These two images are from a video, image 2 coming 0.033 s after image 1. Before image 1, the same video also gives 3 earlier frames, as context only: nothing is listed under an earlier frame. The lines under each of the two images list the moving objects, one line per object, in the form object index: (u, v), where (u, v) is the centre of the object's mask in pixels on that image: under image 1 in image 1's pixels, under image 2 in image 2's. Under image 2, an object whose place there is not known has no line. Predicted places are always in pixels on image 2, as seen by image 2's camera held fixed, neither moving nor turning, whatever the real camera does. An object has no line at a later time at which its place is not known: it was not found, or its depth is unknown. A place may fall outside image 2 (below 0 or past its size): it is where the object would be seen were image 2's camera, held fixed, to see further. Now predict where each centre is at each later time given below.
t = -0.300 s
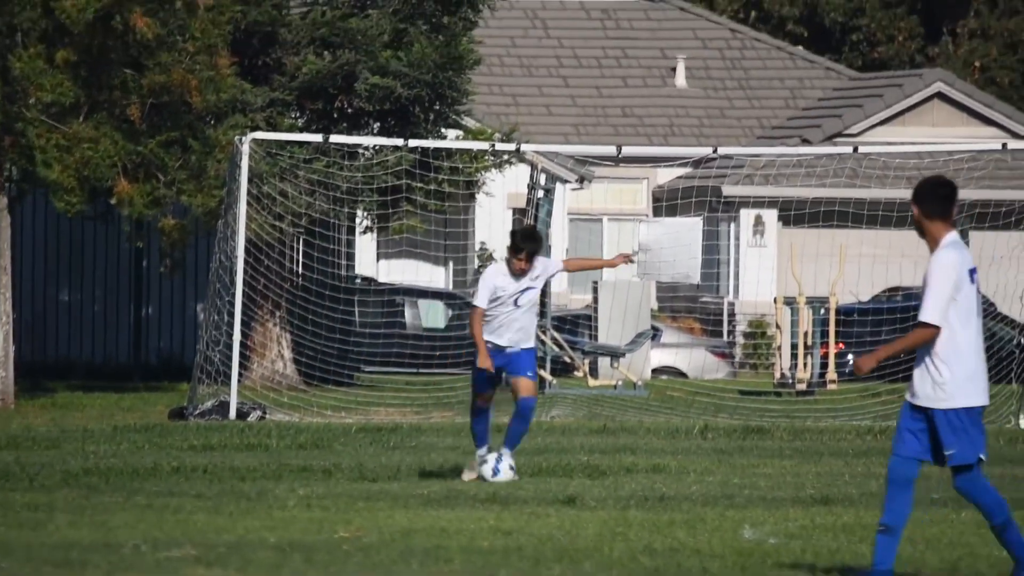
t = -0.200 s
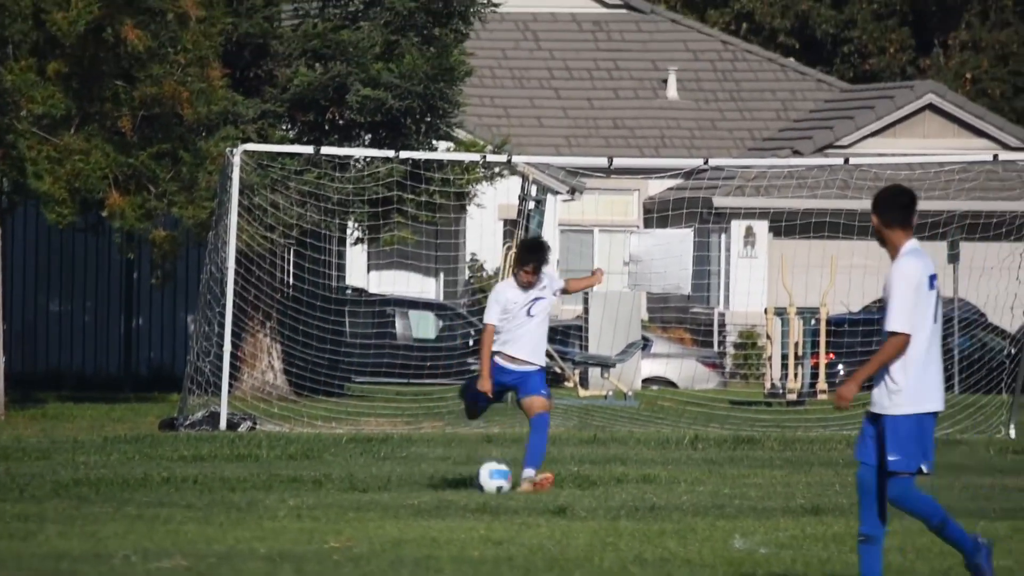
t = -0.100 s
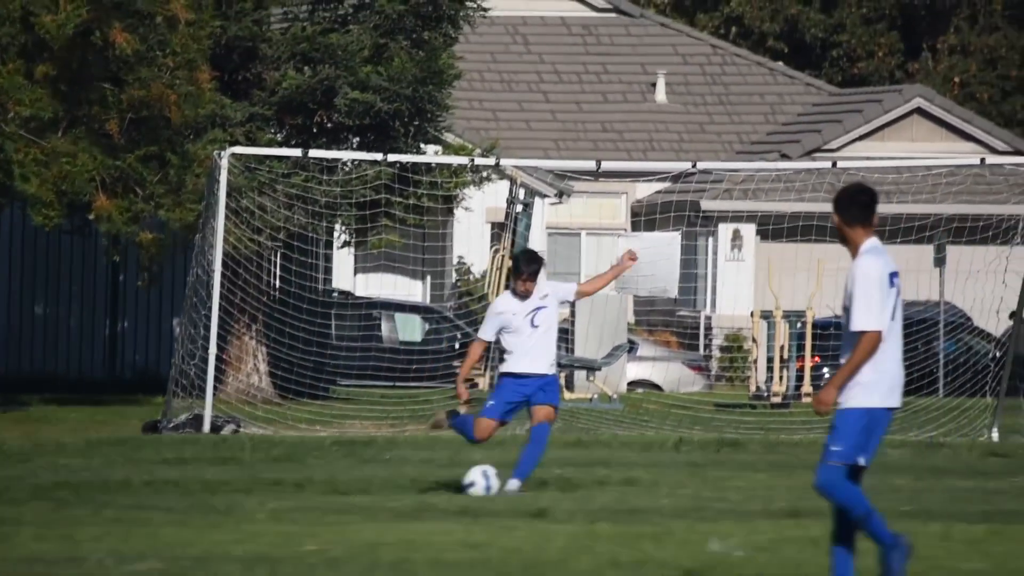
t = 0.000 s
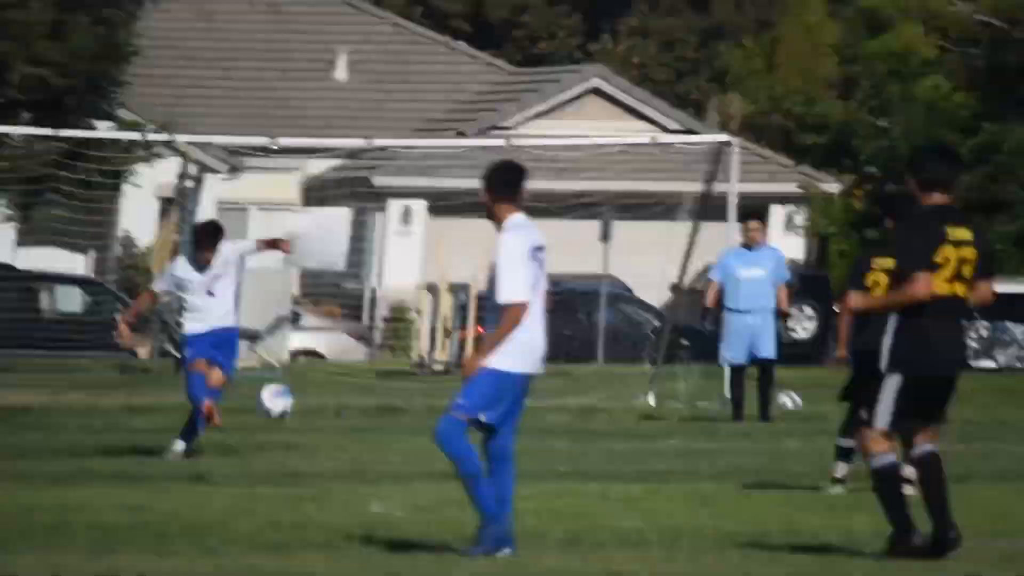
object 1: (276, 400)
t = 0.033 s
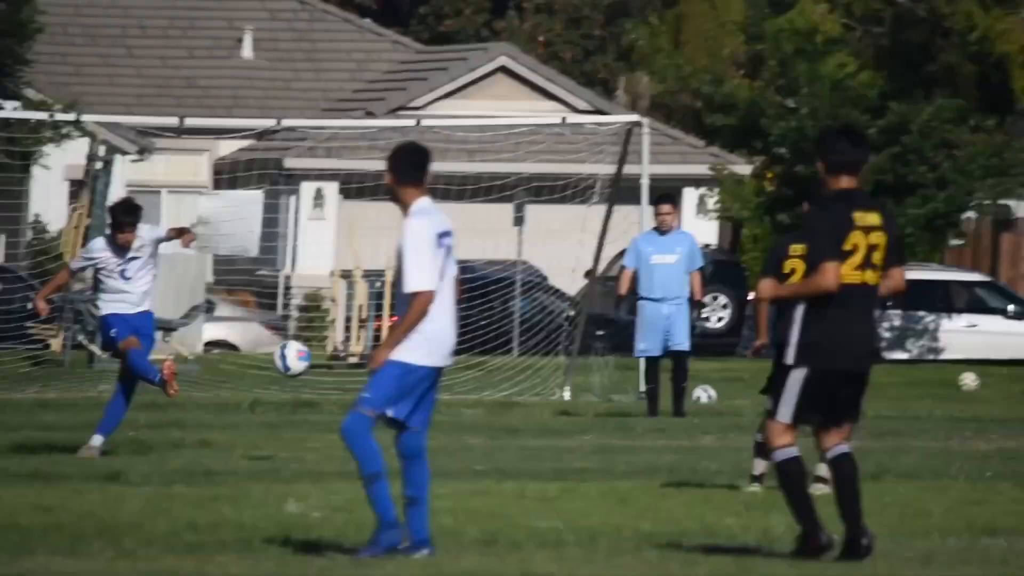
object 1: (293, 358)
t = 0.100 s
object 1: (499, 288)
